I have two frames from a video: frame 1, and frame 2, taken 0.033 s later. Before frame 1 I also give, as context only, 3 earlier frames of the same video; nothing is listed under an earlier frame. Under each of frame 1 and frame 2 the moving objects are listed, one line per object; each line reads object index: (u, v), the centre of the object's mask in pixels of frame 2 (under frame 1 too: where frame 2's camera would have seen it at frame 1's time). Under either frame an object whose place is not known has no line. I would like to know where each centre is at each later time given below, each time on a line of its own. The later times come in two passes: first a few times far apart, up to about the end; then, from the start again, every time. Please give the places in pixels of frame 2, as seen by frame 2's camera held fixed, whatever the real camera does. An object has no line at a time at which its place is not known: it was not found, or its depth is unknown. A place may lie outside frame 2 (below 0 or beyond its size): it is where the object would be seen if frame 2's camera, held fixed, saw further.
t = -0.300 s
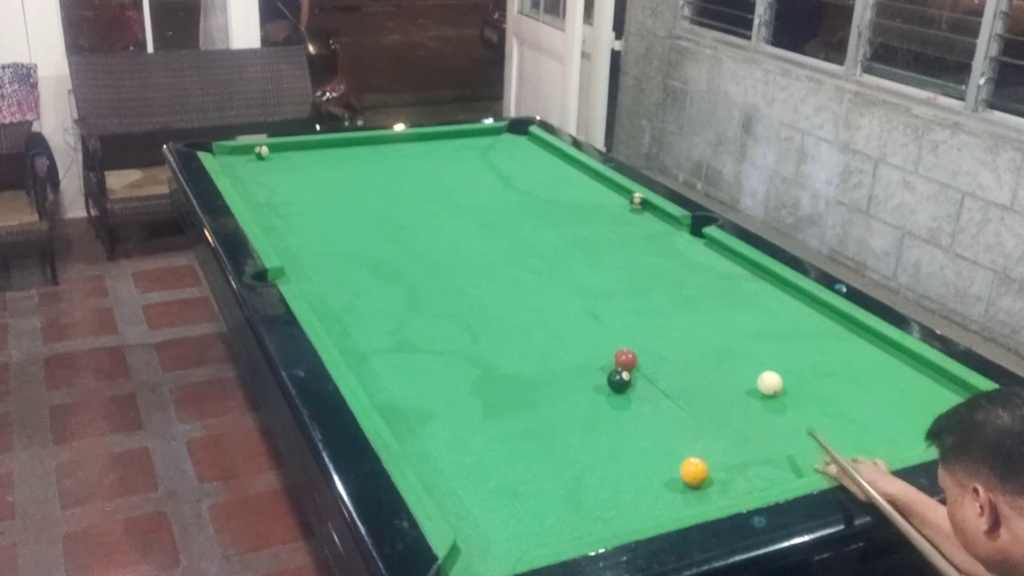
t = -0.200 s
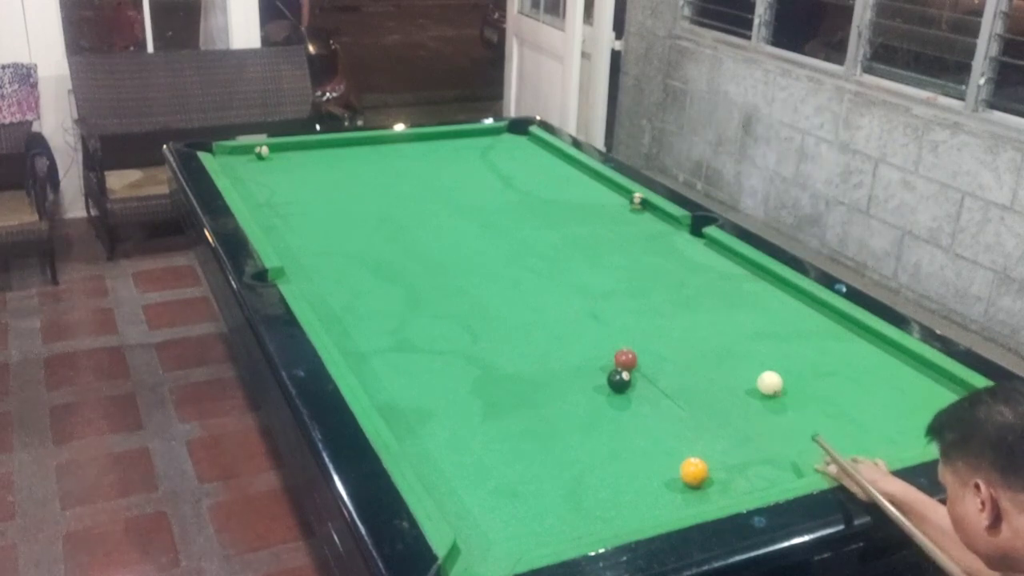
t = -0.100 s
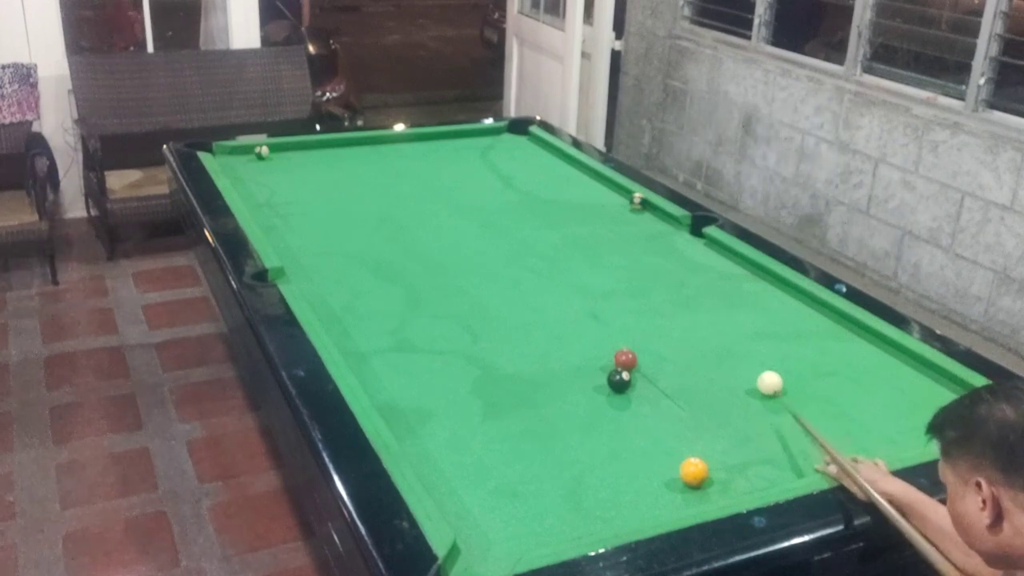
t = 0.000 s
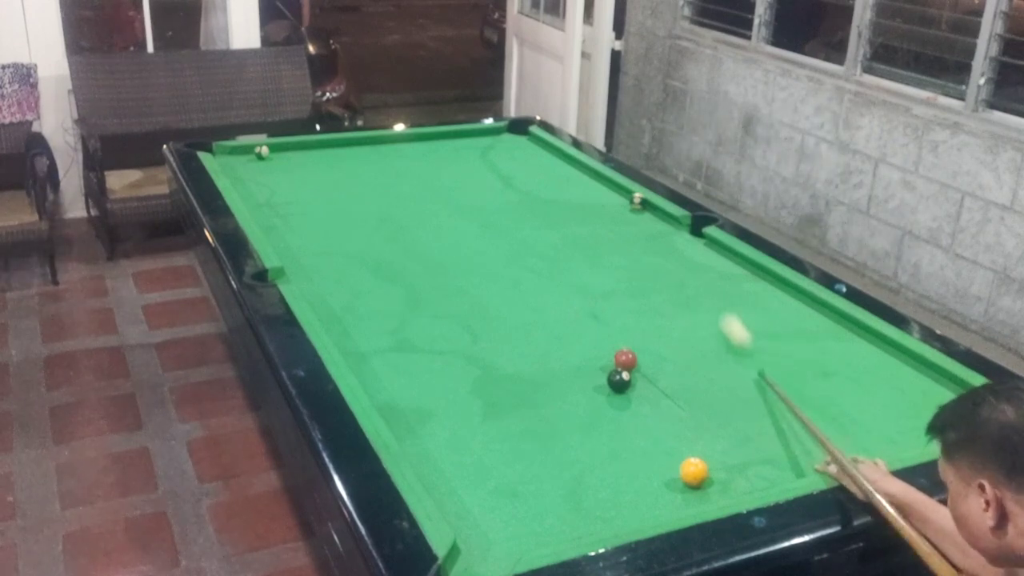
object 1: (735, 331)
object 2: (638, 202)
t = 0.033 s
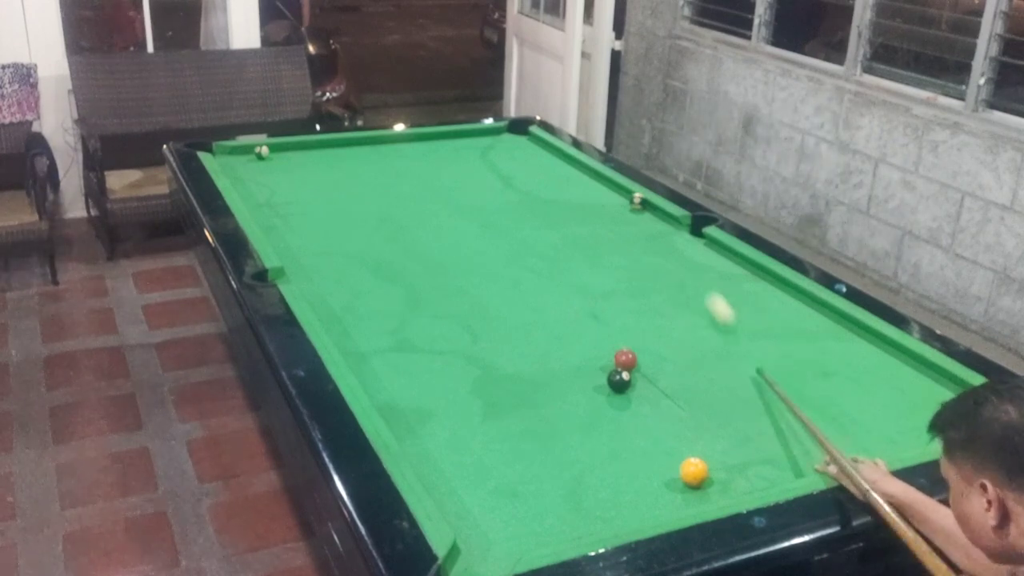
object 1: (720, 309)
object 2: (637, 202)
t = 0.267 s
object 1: (646, 206)
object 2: (634, 198)
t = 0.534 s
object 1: (582, 199)
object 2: (543, 151)
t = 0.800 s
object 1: (523, 192)
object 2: (512, 135)
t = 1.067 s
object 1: (467, 184)
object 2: (543, 152)
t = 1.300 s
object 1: (420, 178)
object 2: (571, 167)
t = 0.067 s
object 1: (706, 289)
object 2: (638, 202)
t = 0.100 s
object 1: (694, 272)
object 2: (638, 202)
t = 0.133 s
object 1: (682, 255)
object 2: (637, 202)
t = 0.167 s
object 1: (672, 240)
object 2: (638, 202)
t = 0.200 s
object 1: (662, 227)
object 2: (638, 202)
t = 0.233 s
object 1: (654, 214)
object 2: (637, 202)
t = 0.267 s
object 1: (646, 206)
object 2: (634, 198)
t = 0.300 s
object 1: (638, 205)
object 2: (622, 190)
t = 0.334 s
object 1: (629, 205)
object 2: (606, 183)
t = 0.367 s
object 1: (622, 204)
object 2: (593, 177)
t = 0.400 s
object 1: (614, 203)
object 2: (582, 172)
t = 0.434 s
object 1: (605, 202)
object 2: (572, 166)
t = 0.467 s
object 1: (598, 201)
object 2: (559, 161)
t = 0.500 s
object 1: (590, 200)
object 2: (551, 155)
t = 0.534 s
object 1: (582, 199)
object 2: (543, 151)
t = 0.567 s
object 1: (575, 199)
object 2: (533, 147)
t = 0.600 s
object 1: (567, 198)
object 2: (527, 143)
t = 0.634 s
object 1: (560, 197)
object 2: (520, 140)
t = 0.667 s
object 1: (552, 196)
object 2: (511, 135)
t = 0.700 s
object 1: (545, 195)
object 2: (505, 131)
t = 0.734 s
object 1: (537, 194)
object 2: (505, 132)
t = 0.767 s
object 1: (530, 193)
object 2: (508, 134)
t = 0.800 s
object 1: (523, 192)
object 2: (512, 135)
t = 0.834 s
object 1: (516, 191)
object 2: (515, 137)
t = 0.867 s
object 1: (508, 190)
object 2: (519, 140)
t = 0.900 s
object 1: (501, 189)
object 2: (524, 141)
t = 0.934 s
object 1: (494, 188)
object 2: (527, 143)
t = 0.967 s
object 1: (487, 187)
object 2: (531, 146)
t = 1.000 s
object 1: (480, 186)
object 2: (535, 147)
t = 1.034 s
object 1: (473, 185)
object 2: (538, 150)
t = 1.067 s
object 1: (467, 184)
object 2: (543, 152)
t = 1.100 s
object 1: (460, 183)
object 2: (547, 154)
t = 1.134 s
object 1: (453, 182)
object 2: (551, 156)
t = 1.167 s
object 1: (446, 181)
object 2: (555, 157)
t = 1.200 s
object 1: (440, 180)
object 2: (559, 161)
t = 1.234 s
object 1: (433, 179)
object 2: (563, 162)
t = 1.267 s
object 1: (427, 179)
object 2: (568, 164)
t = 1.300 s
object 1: (420, 178)
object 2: (571, 167)
